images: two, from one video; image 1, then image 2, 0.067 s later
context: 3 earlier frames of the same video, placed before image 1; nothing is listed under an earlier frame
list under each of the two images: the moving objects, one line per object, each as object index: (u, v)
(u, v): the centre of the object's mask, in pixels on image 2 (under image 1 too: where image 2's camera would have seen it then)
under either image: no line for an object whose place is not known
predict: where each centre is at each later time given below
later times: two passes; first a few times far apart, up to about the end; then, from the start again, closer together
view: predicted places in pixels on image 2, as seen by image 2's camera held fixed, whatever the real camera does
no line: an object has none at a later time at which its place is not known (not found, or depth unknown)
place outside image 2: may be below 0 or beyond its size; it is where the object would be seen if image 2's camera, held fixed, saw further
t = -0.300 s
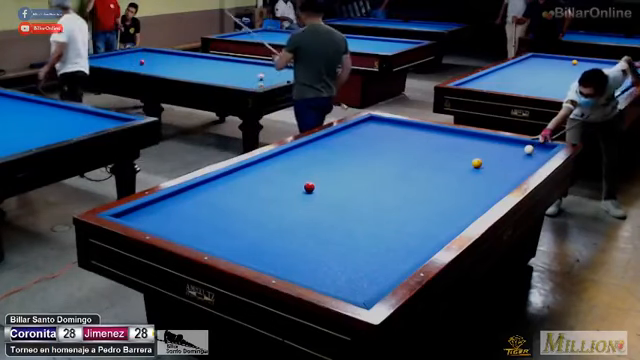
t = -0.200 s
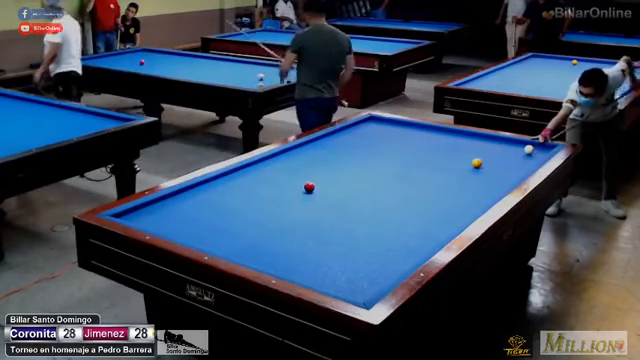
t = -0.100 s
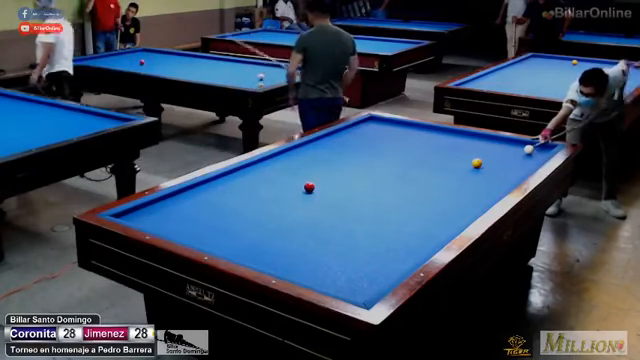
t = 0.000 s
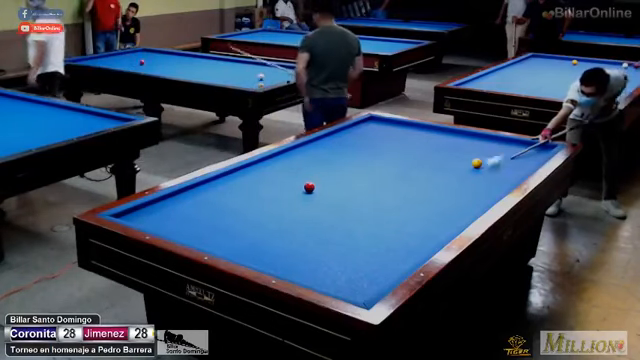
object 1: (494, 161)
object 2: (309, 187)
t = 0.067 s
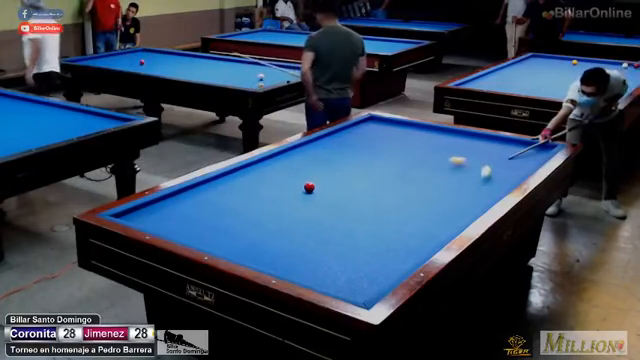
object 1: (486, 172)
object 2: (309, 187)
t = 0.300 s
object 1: (448, 213)
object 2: (309, 187)
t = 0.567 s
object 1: (343, 250)
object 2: (309, 187)
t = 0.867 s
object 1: (282, 235)
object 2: (308, 187)
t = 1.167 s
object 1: (274, 194)
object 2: (309, 187)
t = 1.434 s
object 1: (264, 168)
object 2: (308, 187)
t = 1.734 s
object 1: (306, 155)
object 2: (308, 187)
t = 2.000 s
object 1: (354, 149)
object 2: (309, 187)
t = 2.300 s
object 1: (404, 142)
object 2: (309, 187)
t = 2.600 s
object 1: (449, 136)
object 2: (309, 188)
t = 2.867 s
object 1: (479, 138)
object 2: (309, 187)
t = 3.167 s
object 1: (502, 150)
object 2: (309, 188)
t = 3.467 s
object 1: (527, 163)
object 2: (308, 187)
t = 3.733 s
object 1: (501, 167)
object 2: (308, 187)
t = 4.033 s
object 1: (470, 171)
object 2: (308, 187)
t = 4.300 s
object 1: (441, 174)
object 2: (309, 187)
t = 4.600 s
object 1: (410, 178)
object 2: (309, 187)
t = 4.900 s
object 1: (378, 182)
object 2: (309, 187)
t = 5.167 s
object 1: (349, 185)
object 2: (309, 187)
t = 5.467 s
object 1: (318, 189)
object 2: (307, 187)
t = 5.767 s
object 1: (303, 196)
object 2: (291, 185)
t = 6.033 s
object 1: (289, 202)
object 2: (278, 183)
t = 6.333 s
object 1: (273, 209)
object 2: (264, 182)
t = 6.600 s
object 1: (259, 214)
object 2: (253, 180)
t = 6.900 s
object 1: (243, 221)
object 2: (241, 178)
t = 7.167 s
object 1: (229, 227)
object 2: (231, 177)
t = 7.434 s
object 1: (215, 234)
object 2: (223, 176)
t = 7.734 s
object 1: (199, 239)
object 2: (227, 177)
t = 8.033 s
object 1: (196, 239)
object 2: (229, 178)
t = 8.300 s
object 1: (201, 236)
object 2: (232, 179)
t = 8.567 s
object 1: (204, 233)
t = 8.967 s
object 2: (242, 180)
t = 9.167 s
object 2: (239, 182)
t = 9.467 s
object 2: (240, 183)
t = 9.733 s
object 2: (242, 182)
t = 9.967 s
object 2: (242, 182)
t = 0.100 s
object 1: (485, 178)
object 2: (309, 187)
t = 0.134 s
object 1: (484, 184)
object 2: (308, 187)
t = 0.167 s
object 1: (483, 190)
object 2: (308, 187)
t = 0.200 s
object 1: (482, 198)
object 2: (308, 187)
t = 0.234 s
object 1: (474, 203)
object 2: (308, 187)
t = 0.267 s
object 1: (461, 208)
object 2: (308, 187)
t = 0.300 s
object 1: (448, 213)
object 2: (309, 187)
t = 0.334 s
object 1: (435, 217)
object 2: (309, 187)
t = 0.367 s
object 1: (422, 221)
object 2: (309, 187)
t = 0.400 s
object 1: (410, 226)
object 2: (309, 187)
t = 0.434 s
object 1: (396, 230)
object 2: (309, 187)
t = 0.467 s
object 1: (383, 235)
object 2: (308, 187)
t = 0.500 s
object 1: (370, 240)
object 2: (308, 187)
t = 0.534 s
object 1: (356, 244)
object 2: (308, 187)
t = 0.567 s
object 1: (343, 250)
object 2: (309, 187)
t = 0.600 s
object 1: (328, 255)
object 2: (309, 187)
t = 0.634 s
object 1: (314, 261)
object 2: (308, 188)
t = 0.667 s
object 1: (299, 266)
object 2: (309, 187)
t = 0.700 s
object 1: (284, 268)
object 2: (308, 187)
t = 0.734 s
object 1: (282, 264)
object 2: (308, 187)
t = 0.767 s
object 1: (281, 256)
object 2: (308, 187)
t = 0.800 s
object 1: (281, 248)
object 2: (309, 187)
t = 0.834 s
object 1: (282, 242)
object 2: (309, 187)
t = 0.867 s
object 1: (282, 235)
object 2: (308, 187)
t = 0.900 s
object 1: (282, 229)
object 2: (309, 187)
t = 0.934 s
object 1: (281, 224)
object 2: (308, 187)
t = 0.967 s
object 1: (280, 219)
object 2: (309, 187)
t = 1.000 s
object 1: (280, 214)
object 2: (309, 187)
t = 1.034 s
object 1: (279, 209)
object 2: (309, 187)
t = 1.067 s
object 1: (278, 205)
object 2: (309, 187)
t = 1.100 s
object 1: (276, 201)
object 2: (309, 187)
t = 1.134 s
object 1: (275, 197)
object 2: (308, 187)
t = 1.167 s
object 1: (274, 194)
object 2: (309, 187)
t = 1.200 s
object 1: (272, 190)
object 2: (309, 187)
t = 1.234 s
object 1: (271, 186)
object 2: (308, 187)
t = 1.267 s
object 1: (270, 183)
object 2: (308, 187)
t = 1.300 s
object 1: (269, 180)
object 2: (308, 187)
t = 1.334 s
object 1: (267, 177)
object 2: (308, 187)
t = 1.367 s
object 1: (266, 174)
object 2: (308, 187)
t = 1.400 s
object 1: (265, 171)
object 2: (308, 187)
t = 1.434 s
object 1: (264, 168)
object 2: (308, 187)
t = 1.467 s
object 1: (263, 165)
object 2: (308, 187)
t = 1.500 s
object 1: (262, 162)
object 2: (308, 187)
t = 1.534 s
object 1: (264, 160)
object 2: (308, 187)
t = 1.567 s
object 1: (271, 159)
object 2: (308, 187)
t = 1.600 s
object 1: (279, 159)
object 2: (308, 187)
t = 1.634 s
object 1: (286, 158)
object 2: (309, 187)
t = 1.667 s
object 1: (293, 157)
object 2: (309, 187)
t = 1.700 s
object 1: (299, 156)
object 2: (309, 187)
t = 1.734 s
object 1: (306, 155)
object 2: (308, 187)
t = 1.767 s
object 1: (312, 155)
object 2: (309, 187)
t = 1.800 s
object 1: (318, 154)
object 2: (309, 187)
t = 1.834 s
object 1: (324, 153)
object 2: (309, 187)
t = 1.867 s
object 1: (331, 152)
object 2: (309, 187)
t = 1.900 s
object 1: (336, 151)
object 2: (309, 187)
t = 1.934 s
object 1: (342, 150)
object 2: (309, 187)
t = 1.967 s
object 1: (348, 150)
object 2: (309, 187)
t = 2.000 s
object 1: (354, 149)
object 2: (309, 187)
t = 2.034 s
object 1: (360, 148)
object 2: (309, 187)
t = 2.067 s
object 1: (365, 147)
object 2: (309, 187)
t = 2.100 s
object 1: (371, 147)
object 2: (309, 187)
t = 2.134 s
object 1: (377, 146)
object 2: (309, 187)
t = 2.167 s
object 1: (382, 145)
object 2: (309, 187)
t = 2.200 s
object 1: (387, 145)
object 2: (309, 187)
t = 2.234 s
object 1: (393, 144)
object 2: (309, 187)
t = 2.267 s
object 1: (398, 143)
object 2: (309, 187)
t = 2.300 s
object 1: (404, 142)
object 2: (309, 187)
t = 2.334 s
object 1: (409, 141)
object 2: (309, 187)
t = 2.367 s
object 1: (414, 141)
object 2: (309, 187)
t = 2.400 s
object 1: (419, 140)
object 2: (309, 187)
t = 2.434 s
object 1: (425, 139)
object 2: (309, 187)
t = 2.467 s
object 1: (430, 139)
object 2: (309, 187)
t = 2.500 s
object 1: (435, 138)
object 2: (309, 188)
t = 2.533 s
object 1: (440, 137)
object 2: (309, 188)
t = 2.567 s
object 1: (444, 137)
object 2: (309, 188)
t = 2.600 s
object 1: (449, 136)
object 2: (309, 188)
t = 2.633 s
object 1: (455, 135)
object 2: (309, 188)
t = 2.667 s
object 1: (459, 134)
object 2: (309, 188)
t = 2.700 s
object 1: (464, 134)
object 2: (309, 188)
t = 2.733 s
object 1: (469, 133)
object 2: (309, 187)
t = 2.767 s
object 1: (473, 134)
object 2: (309, 187)
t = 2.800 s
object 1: (474, 135)
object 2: (309, 188)
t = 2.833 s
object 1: (477, 137)
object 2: (309, 188)
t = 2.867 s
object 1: (479, 138)
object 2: (309, 187)
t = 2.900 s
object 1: (481, 140)
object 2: (309, 188)
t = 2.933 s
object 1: (484, 141)
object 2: (309, 188)
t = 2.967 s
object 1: (486, 142)
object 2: (309, 188)
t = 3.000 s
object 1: (489, 144)
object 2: (309, 188)
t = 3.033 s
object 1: (491, 145)
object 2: (309, 188)
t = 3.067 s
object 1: (494, 146)
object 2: (309, 188)
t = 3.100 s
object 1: (497, 148)
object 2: (309, 188)
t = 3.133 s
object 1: (500, 149)
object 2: (309, 187)
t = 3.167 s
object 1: (502, 150)
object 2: (309, 188)
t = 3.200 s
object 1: (505, 152)
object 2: (309, 188)
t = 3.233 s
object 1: (508, 153)
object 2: (308, 188)
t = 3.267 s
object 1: (511, 155)
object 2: (309, 187)
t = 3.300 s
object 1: (513, 156)
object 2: (308, 187)
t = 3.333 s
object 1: (517, 158)
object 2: (308, 187)
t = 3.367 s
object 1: (519, 159)
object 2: (309, 187)
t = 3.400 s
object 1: (522, 161)
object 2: (308, 187)
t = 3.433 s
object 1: (525, 162)
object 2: (308, 187)
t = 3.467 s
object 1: (527, 163)
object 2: (308, 187)
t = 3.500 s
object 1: (526, 164)
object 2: (308, 187)
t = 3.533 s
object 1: (521, 164)
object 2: (308, 187)
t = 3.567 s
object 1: (518, 165)
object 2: (308, 187)
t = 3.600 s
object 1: (514, 165)
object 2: (308, 187)
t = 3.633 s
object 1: (511, 166)
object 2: (308, 187)
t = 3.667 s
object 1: (508, 166)
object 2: (308, 187)
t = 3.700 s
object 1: (504, 167)
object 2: (309, 187)
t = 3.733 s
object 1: (501, 167)
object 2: (308, 187)
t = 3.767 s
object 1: (497, 168)
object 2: (308, 187)
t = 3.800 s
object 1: (494, 168)
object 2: (308, 187)
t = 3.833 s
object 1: (490, 168)
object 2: (308, 187)
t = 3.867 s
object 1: (487, 169)
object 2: (308, 187)
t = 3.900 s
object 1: (483, 169)
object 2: (308, 187)
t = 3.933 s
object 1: (480, 170)
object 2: (308, 187)
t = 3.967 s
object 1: (477, 170)
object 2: (308, 187)
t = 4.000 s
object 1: (473, 170)
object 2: (308, 187)
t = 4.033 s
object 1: (470, 171)
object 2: (308, 187)
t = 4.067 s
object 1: (466, 171)
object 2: (308, 187)
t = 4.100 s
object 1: (463, 171)
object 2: (308, 187)
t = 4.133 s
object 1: (459, 172)
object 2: (309, 187)
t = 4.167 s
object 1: (456, 173)
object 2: (308, 187)
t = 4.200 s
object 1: (452, 173)
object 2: (309, 187)
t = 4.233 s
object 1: (449, 173)
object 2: (309, 187)
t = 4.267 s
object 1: (445, 174)
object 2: (309, 187)
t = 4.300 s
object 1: (441, 174)
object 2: (309, 187)
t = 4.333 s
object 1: (438, 174)
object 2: (308, 187)
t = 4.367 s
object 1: (435, 175)
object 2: (308, 187)
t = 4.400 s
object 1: (431, 175)
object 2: (309, 187)
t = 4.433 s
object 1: (428, 176)
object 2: (309, 187)
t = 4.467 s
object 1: (424, 176)
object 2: (309, 187)
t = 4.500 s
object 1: (421, 177)
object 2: (309, 187)
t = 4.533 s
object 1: (417, 177)
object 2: (309, 187)
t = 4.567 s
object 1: (413, 177)
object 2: (309, 187)
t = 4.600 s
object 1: (410, 178)
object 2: (309, 187)
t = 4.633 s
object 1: (407, 178)
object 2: (309, 187)
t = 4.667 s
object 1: (403, 179)
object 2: (309, 187)
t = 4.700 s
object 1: (399, 180)
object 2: (309, 187)
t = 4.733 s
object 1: (396, 180)
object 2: (309, 187)
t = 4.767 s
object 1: (392, 180)
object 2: (309, 187)
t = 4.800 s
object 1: (389, 181)
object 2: (309, 187)
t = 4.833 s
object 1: (385, 181)
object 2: (309, 187)
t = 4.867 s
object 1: (381, 181)
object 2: (309, 187)
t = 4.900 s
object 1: (378, 182)
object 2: (309, 187)
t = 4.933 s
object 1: (374, 183)
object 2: (309, 187)
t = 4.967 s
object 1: (371, 183)
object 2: (309, 187)
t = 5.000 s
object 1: (367, 183)
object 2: (309, 187)
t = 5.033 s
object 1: (363, 184)
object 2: (309, 187)
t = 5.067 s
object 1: (360, 184)
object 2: (309, 187)
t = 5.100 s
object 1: (356, 185)
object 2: (309, 187)
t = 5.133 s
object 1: (352, 185)
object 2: (309, 187)
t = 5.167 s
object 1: (349, 185)
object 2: (309, 187)
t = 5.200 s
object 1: (345, 186)
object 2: (309, 187)
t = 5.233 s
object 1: (341, 186)
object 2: (309, 187)
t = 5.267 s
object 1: (338, 187)
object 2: (309, 187)
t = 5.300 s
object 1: (335, 187)
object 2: (309, 187)
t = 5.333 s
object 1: (331, 188)
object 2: (309, 187)
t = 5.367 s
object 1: (328, 188)
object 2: (308, 187)
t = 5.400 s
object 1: (324, 189)
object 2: (308, 187)
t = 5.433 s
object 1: (321, 189)
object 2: (308, 187)
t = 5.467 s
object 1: (318, 189)
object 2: (307, 187)
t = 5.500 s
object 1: (317, 190)
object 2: (305, 187)
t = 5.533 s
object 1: (315, 191)
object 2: (303, 187)
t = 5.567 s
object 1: (313, 192)
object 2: (301, 186)
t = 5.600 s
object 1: (312, 192)
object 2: (299, 186)
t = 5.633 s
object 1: (310, 193)
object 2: (297, 186)
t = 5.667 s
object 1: (308, 194)
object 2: (296, 186)
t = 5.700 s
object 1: (307, 195)
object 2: (294, 186)
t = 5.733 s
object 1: (305, 195)
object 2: (293, 185)
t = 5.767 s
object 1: (303, 196)
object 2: (291, 185)
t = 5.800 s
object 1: (301, 197)
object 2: (289, 185)
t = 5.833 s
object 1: (300, 197)
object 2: (288, 185)
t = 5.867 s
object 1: (298, 198)
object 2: (286, 184)
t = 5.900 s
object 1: (296, 199)
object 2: (285, 184)
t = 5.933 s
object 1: (295, 200)
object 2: (283, 184)
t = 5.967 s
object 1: (293, 200)
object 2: (281, 184)
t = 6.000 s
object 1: (291, 201)
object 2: (279, 184)
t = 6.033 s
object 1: (289, 202)
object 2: (278, 183)
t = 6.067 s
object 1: (287, 202)
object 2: (277, 183)
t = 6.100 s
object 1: (285, 203)
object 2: (275, 183)
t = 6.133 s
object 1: (283, 204)
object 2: (273, 183)
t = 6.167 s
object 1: (281, 205)
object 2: (272, 183)
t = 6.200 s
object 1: (280, 206)
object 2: (271, 182)
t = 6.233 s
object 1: (278, 206)
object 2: (269, 182)
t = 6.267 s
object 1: (276, 207)
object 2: (267, 182)
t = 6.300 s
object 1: (275, 208)
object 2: (266, 182)
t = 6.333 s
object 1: (273, 209)
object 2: (264, 182)
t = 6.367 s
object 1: (271, 209)
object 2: (263, 181)
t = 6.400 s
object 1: (269, 210)
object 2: (261, 181)
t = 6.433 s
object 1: (268, 211)
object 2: (260, 181)
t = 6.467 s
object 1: (266, 211)
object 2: (259, 181)
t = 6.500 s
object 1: (264, 212)
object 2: (257, 181)
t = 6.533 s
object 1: (263, 213)
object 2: (256, 181)
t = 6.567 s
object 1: (261, 214)
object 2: (255, 180)
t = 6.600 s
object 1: (259, 214)
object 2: (253, 180)
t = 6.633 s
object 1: (257, 215)
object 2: (252, 180)
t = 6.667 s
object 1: (256, 216)
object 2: (250, 180)
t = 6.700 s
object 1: (254, 217)
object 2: (249, 180)
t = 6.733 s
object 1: (252, 218)
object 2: (248, 180)
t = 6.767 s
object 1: (250, 218)
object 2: (246, 180)
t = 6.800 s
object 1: (248, 219)
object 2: (245, 179)
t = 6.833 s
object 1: (247, 220)
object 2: (244, 179)
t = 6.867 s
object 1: (245, 220)
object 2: (243, 178)
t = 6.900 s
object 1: (243, 221)
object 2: (241, 178)
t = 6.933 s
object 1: (241, 222)
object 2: (240, 178)
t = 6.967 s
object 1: (240, 223)
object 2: (239, 178)
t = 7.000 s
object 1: (238, 224)
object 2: (238, 178)
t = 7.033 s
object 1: (236, 224)
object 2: (236, 178)
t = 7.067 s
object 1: (234, 225)
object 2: (235, 178)
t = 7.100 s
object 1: (232, 226)
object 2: (234, 177)
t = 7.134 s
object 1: (231, 227)
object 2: (233, 177)
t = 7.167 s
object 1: (229, 227)
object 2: (231, 177)
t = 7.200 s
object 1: (227, 228)
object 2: (230, 177)
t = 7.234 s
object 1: (225, 229)
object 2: (229, 176)
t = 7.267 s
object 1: (224, 230)
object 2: (228, 176)
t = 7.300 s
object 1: (222, 231)
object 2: (227, 176)
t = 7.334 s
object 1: (220, 231)
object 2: (226, 176)
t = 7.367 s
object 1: (218, 232)
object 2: (225, 176)
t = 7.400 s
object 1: (216, 233)
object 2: (223, 176)
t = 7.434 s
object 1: (215, 234)
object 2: (223, 176)
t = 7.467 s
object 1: (213, 234)
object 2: (224, 176)
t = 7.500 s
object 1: (211, 235)
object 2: (224, 176)
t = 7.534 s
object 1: (210, 235)
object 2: (224, 176)
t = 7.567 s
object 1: (208, 236)
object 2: (225, 177)
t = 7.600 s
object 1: (206, 238)
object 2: (225, 177)
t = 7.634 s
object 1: (204, 238)
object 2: (226, 177)
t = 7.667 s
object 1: (203, 238)
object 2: (226, 177)
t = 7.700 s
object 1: (201, 239)
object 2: (226, 177)
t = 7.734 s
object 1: (199, 239)
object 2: (227, 177)
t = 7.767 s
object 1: (198, 239)
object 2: (227, 177)
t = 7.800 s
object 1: (196, 240)
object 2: (227, 177)
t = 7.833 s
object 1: (194, 240)
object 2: (227, 177)
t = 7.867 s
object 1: (194, 240)
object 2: (227, 177)
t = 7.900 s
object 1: (195, 240)
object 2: (228, 178)
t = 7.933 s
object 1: (195, 240)
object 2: (228, 178)
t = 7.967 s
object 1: (195, 239)
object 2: (228, 178)
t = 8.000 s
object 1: (196, 239)
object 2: (229, 178)
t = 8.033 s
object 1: (196, 239)
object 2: (229, 178)
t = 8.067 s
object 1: (198, 238)
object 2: (230, 179)
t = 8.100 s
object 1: (198, 238)
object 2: (230, 179)
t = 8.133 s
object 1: (198, 238)
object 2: (231, 179)
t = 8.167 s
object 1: (199, 238)
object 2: (231, 179)
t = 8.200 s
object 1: (200, 237)
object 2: (231, 179)
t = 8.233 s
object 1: (200, 237)
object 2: (231, 179)
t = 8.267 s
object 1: (200, 236)
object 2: (232, 179)
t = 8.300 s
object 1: (201, 236)
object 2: (232, 179)
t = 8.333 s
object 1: (201, 236)
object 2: (232, 180)
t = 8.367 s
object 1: (202, 236)
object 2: (233, 180)
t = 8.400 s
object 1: (202, 235)
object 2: (233, 180)
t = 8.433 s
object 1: (203, 234)
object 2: (233, 180)
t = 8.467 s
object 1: (204, 233)
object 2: (234, 180)
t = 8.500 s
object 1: (205, 232)
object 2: (234, 180)
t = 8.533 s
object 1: (205, 232)
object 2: (234, 180)
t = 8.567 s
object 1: (204, 233)
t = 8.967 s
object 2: (242, 180)
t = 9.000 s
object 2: (239, 180)
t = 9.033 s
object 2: (239, 182)
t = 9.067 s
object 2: (239, 182)
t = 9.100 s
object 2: (239, 182)
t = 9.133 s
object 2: (239, 182)
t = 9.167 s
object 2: (239, 182)
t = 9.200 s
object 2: (239, 182)
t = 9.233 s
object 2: (239, 182)
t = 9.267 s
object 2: (239, 182)
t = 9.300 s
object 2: (240, 182)
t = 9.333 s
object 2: (240, 182)
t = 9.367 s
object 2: (240, 182)
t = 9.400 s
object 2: (240, 183)
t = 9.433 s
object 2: (240, 182)
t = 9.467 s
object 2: (240, 183)
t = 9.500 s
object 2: (241, 183)
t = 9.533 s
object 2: (241, 183)
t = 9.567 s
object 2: (241, 183)
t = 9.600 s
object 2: (241, 183)
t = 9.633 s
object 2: (241, 182)
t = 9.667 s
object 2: (242, 182)
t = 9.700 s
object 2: (242, 182)
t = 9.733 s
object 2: (242, 182)
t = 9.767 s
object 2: (242, 182)
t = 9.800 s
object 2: (242, 182)
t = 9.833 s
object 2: (242, 182)
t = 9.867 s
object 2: (242, 182)
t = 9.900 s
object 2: (242, 182)
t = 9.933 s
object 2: (242, 182)
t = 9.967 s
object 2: (242, 182)
